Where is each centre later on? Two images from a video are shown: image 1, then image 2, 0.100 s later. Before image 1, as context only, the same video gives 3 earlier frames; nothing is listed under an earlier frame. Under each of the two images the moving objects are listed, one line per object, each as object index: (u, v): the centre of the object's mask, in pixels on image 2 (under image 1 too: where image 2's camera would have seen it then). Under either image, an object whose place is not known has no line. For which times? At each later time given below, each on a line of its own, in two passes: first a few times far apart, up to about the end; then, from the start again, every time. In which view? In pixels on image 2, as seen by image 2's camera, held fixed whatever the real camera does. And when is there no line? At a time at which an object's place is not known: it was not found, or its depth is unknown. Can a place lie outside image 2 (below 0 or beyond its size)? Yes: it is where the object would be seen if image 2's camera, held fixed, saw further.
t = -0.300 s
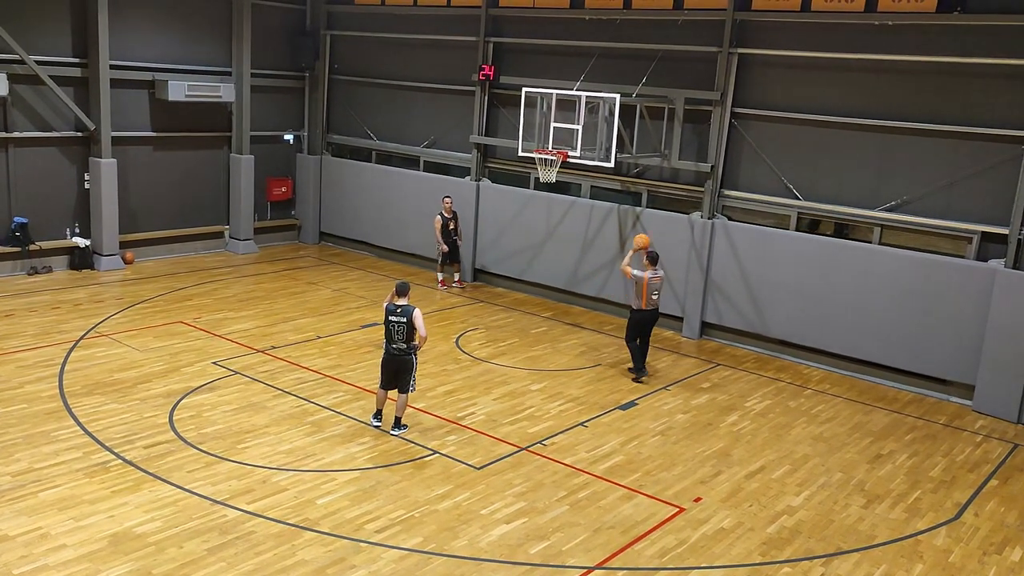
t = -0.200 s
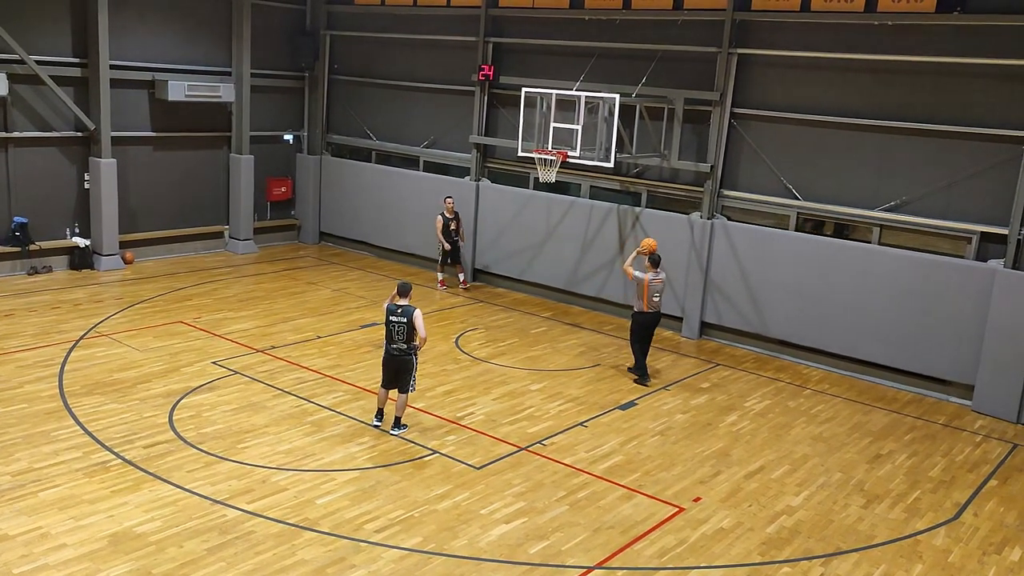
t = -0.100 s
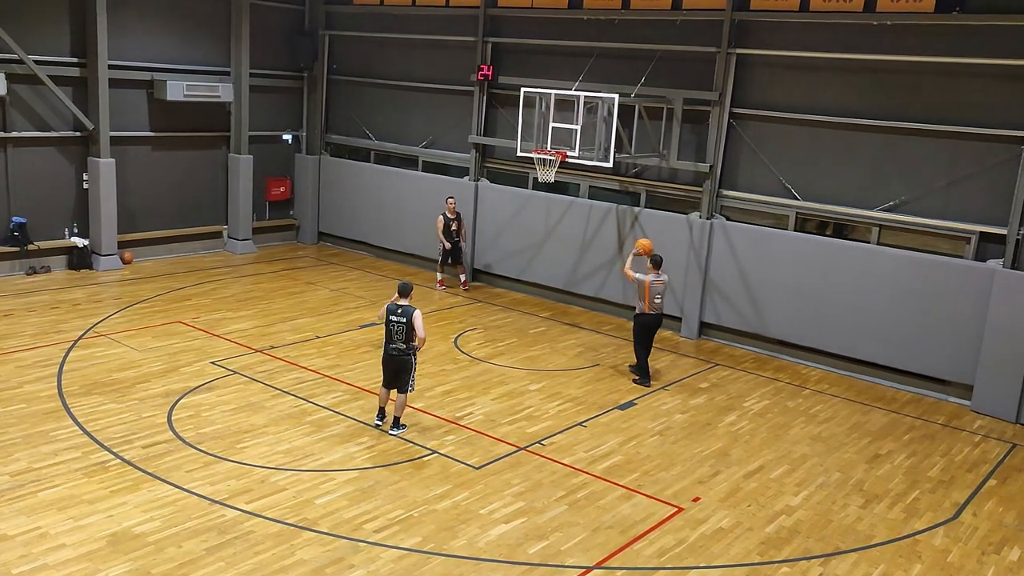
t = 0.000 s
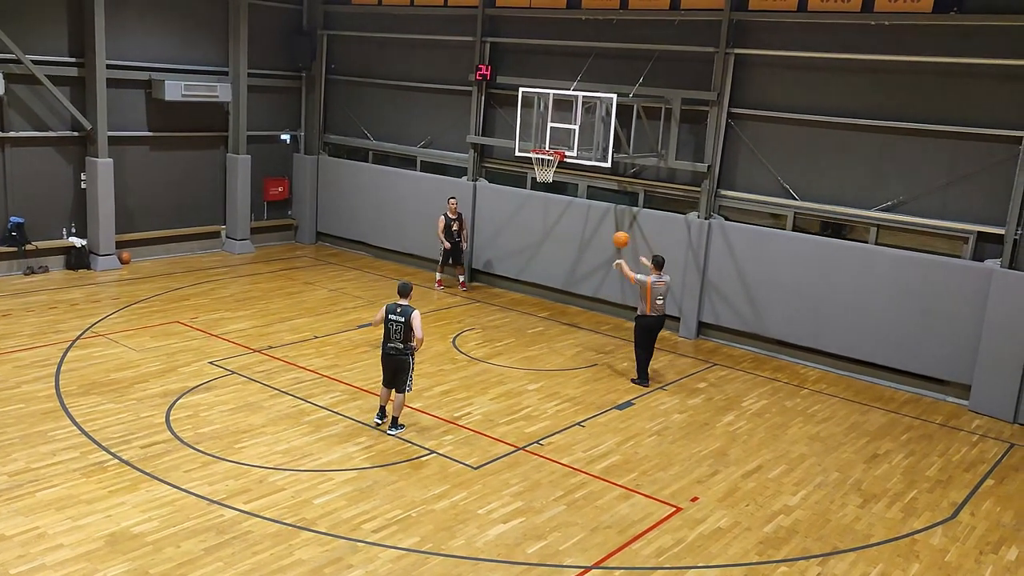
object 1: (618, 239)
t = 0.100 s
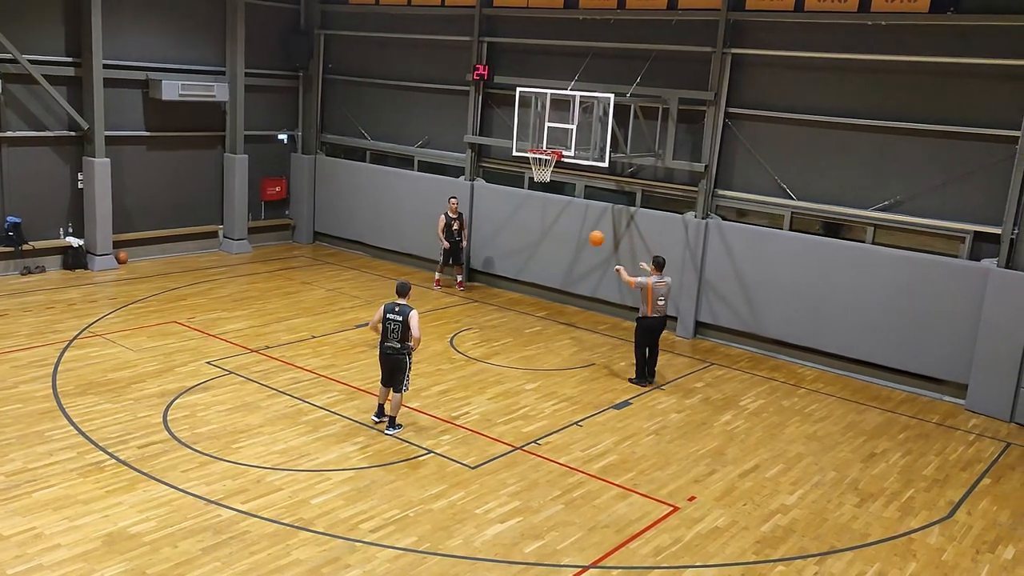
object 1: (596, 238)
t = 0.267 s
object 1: (562, 250)
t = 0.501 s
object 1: (521, 289)
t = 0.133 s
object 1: (589, 239)
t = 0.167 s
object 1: (582, 241)
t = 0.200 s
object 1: (575, 244)
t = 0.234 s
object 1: (569, 246)
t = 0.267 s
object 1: (562, 250)
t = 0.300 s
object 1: (557, 254)
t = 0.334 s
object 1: (550, 259)
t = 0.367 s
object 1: (544, 264)
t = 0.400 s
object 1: (538, 270)
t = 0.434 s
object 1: (532, 276)
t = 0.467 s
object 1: (526, 282)
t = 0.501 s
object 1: (521, 289)
